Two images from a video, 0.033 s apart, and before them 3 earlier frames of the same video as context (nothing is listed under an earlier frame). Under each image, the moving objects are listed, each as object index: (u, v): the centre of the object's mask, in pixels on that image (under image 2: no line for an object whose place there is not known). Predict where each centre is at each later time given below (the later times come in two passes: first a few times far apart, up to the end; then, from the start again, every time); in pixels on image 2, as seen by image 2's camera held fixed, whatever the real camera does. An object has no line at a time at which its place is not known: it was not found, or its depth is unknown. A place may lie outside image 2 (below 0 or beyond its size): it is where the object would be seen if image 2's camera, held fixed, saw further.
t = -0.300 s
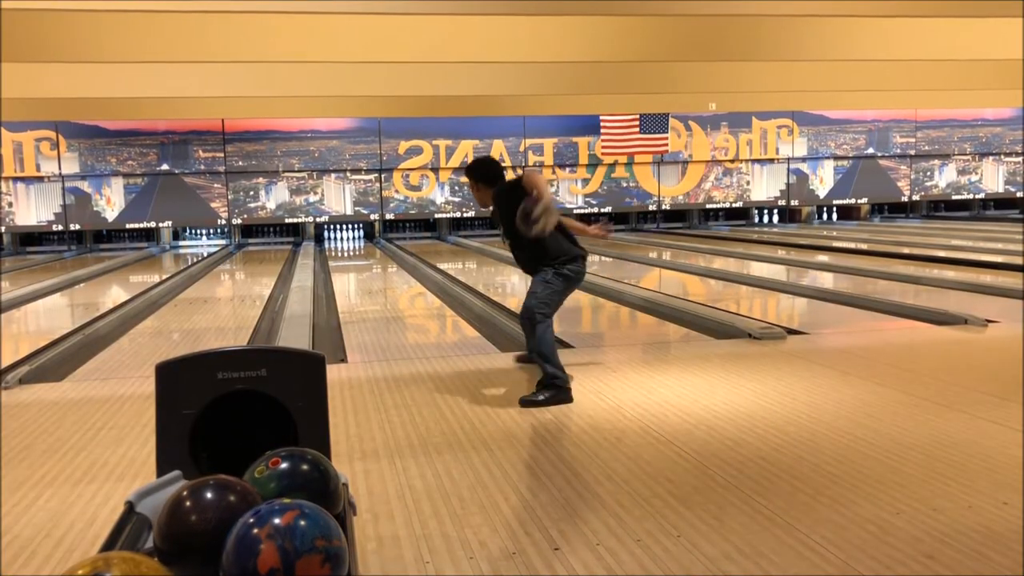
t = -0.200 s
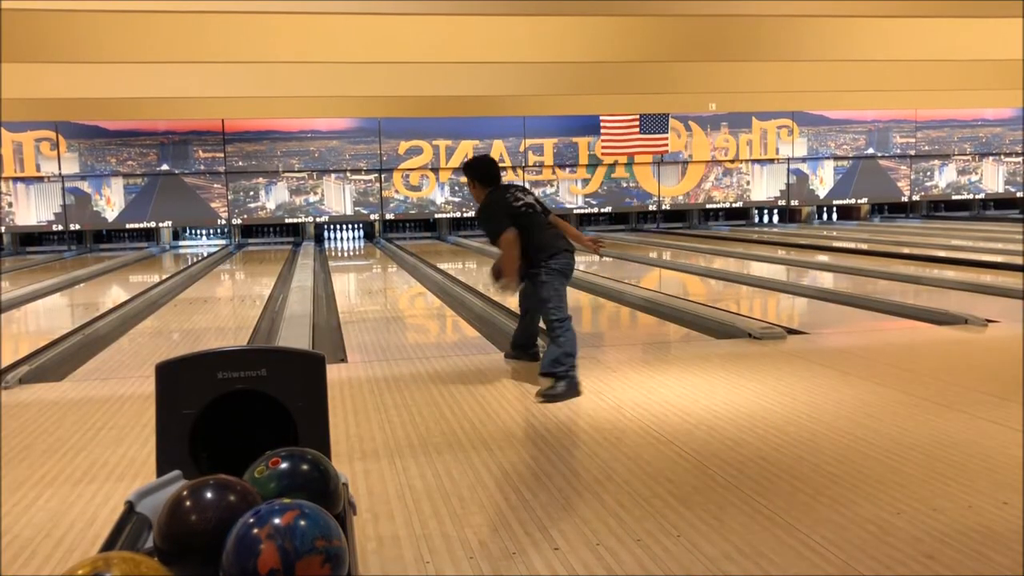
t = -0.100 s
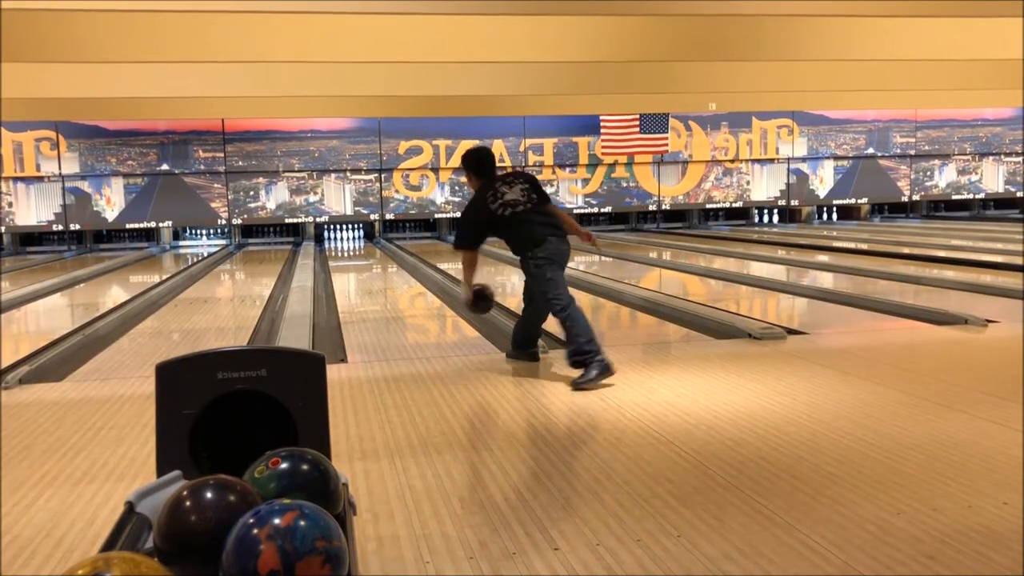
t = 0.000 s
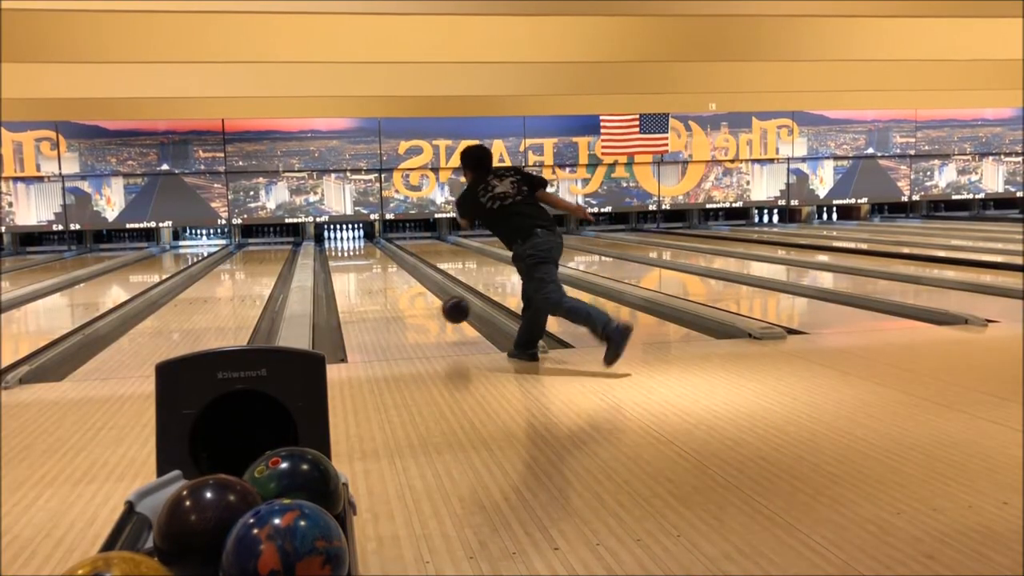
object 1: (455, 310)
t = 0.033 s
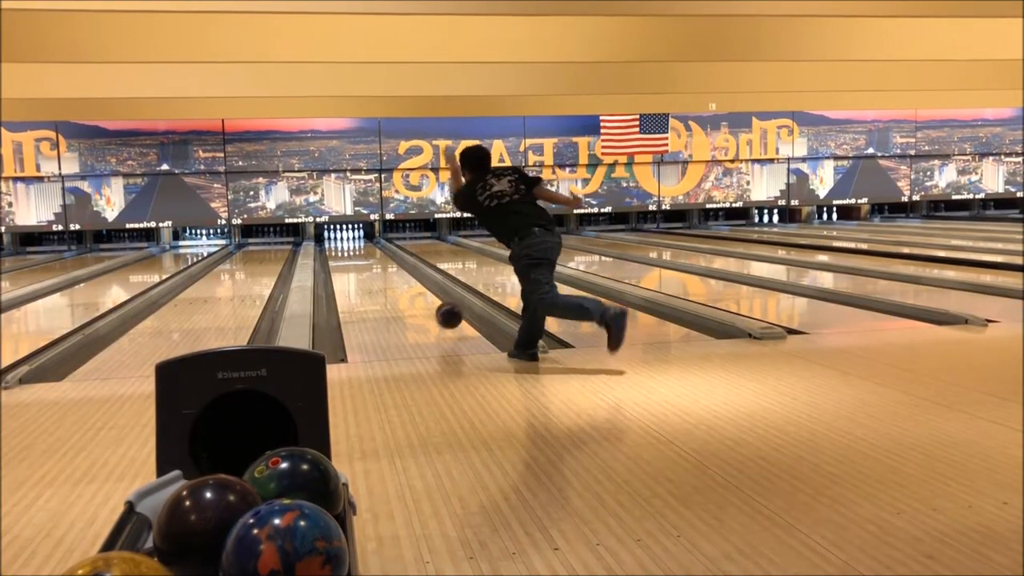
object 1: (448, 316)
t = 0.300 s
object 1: (407, 298)
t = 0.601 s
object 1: (377, 281)
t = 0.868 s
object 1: (359, 269)
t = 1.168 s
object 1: (346, 259)
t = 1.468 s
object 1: (336, 252)
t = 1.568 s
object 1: (334, 250)
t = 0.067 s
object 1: (442, 321)
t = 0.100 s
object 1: (436, 315)
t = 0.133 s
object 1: (430, 311)
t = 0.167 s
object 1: (425, 309)
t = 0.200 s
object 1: (420, 307)
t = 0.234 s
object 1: (415, 306)
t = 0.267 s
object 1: (411, 303)
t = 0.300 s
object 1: (407, 298)
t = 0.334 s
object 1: (402, 296)
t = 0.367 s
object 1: (399, 294)
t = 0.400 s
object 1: (395, 292)
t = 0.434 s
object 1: (392, 290)
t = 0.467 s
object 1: (388, 288)
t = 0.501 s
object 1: (385, 286)
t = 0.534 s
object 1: (382, 284)
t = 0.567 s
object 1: (380, 283)
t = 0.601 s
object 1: (377, 281)
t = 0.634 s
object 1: (374, 279)
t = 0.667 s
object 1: (372, 278)
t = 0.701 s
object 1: (369, 276)
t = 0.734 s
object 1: (367, 275)
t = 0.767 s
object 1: (364, 274)
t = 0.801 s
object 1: (363, 272)
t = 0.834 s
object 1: (361, 270)
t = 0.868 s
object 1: (359, 269)
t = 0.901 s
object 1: (357, 268)
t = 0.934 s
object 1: (356, 267)
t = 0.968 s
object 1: (354, 265)
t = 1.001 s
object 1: (352, 264)
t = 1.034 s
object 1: (351, 263)
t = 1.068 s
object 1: (349, 263)
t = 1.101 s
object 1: (348, 261)
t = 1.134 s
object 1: (347, 260)
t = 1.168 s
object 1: (346, 259)
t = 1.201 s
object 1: (344, 258)
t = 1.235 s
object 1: (343, 257)
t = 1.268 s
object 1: (342, 257)
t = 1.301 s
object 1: (340, 256)
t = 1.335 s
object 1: (340, 255)
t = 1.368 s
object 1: (339, 254)
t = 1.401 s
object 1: (338, 253)
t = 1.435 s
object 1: (337, 253)
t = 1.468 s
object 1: (336, 252)
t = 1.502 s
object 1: (336, 252)
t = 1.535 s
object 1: (335, 251)
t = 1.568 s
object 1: (334, 250)
